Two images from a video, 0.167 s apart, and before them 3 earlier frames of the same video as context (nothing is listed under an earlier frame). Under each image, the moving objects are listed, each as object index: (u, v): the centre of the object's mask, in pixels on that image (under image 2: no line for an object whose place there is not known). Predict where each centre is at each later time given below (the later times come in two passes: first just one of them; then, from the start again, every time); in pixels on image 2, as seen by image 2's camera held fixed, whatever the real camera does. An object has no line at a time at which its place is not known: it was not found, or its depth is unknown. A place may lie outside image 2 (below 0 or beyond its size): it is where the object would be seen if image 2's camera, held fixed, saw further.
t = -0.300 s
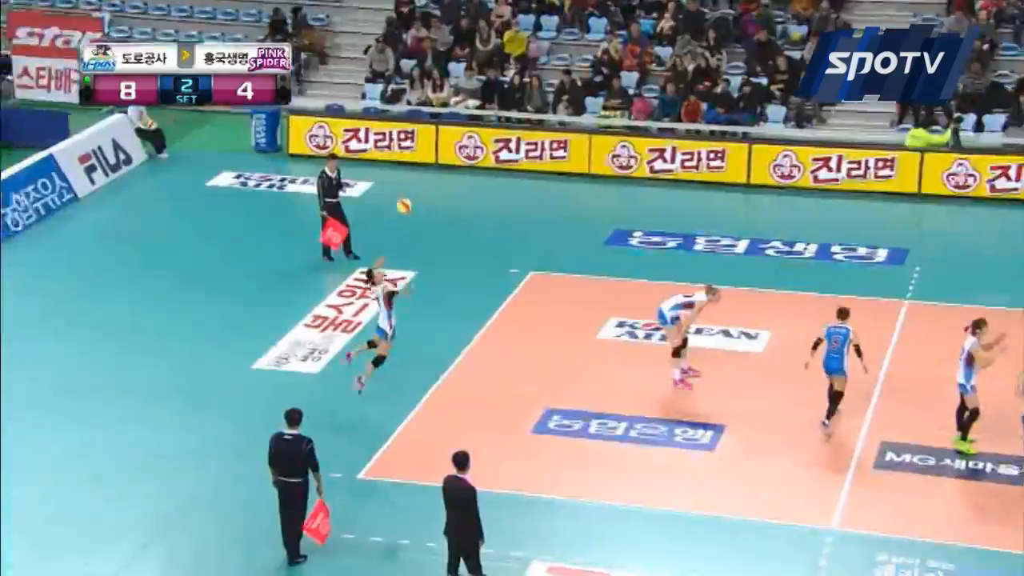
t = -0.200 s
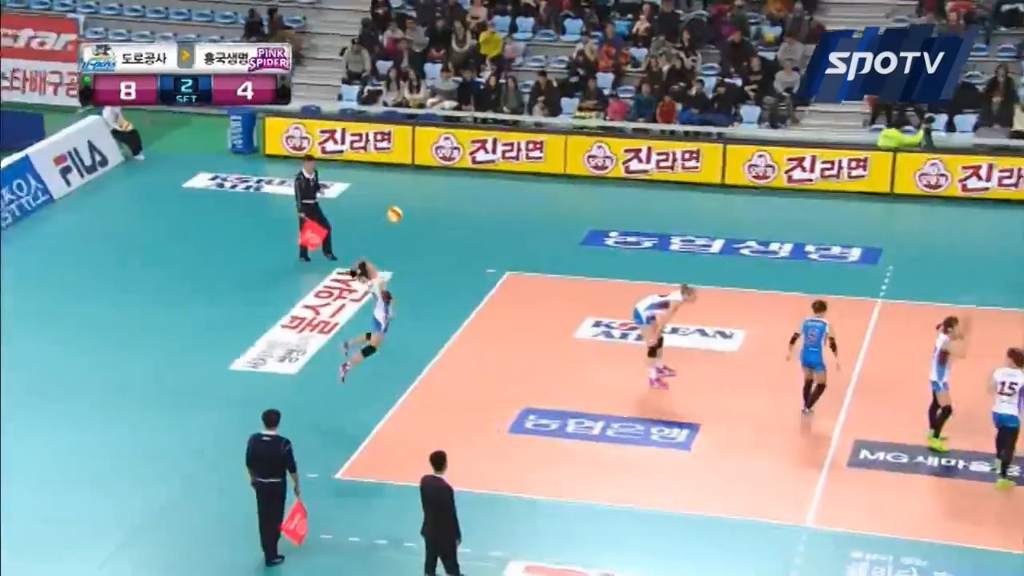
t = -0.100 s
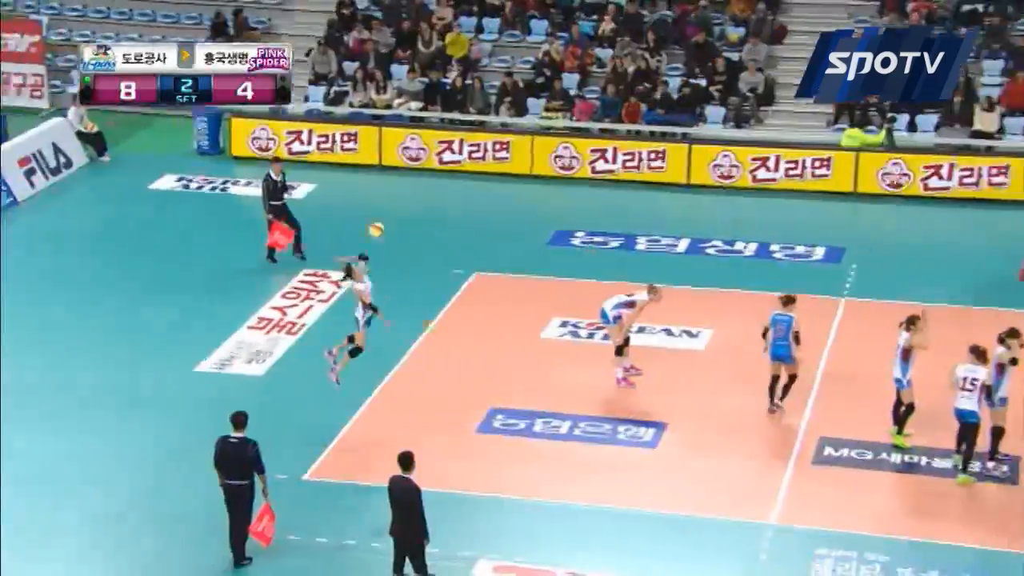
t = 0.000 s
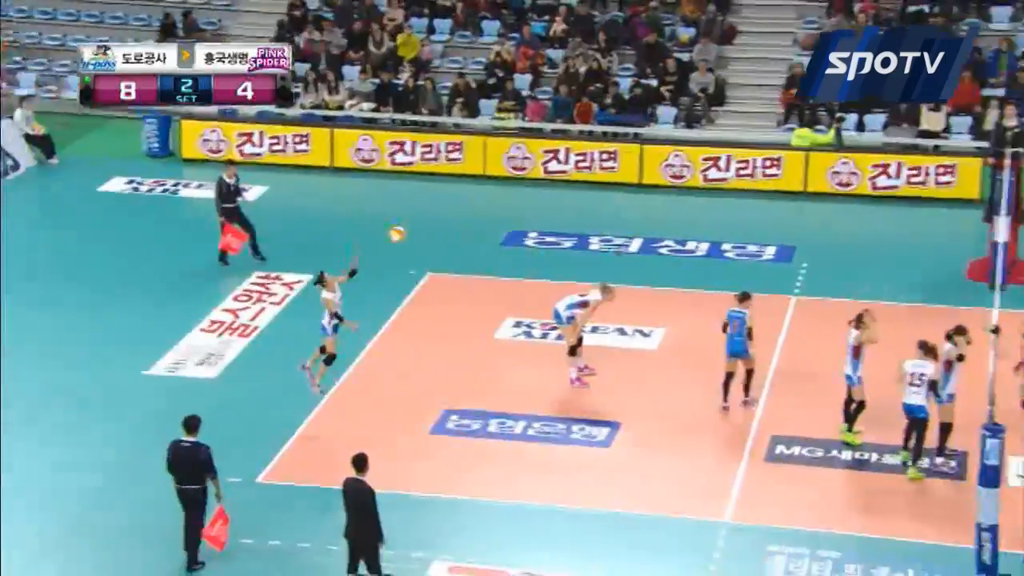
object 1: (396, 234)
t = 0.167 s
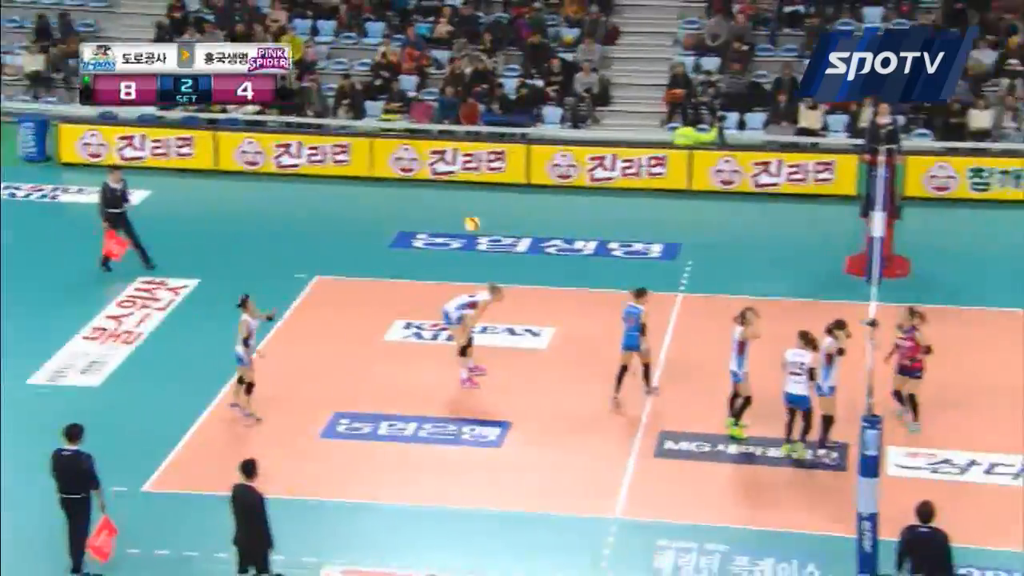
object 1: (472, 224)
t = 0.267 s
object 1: (582, 225)
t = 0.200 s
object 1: (509, 223)
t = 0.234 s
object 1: (545, 224)
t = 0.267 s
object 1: (582, 225)
